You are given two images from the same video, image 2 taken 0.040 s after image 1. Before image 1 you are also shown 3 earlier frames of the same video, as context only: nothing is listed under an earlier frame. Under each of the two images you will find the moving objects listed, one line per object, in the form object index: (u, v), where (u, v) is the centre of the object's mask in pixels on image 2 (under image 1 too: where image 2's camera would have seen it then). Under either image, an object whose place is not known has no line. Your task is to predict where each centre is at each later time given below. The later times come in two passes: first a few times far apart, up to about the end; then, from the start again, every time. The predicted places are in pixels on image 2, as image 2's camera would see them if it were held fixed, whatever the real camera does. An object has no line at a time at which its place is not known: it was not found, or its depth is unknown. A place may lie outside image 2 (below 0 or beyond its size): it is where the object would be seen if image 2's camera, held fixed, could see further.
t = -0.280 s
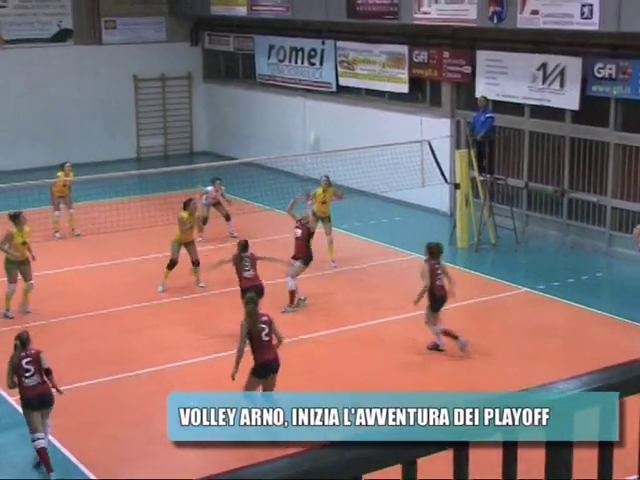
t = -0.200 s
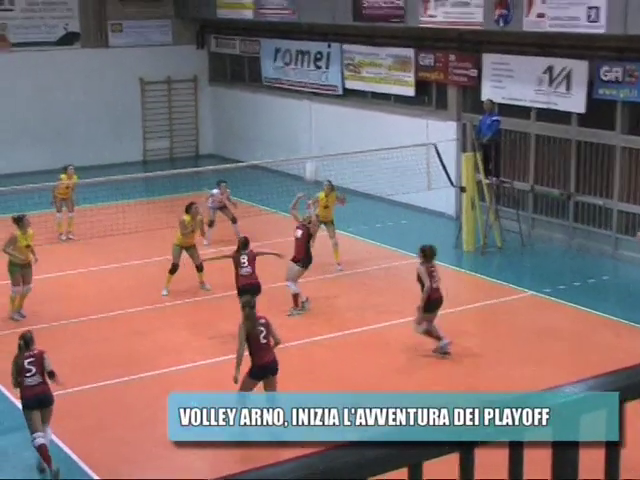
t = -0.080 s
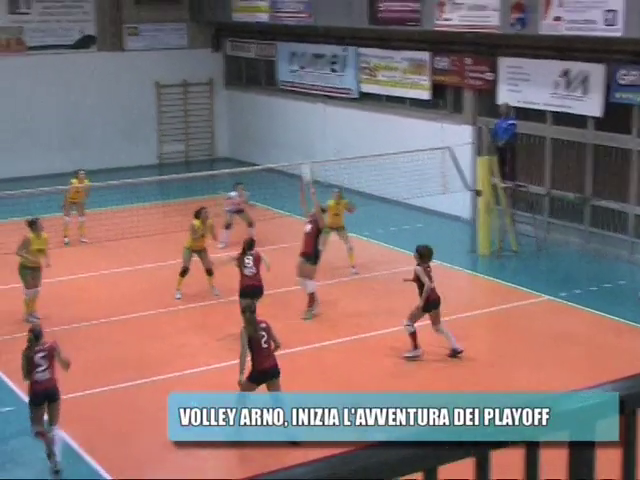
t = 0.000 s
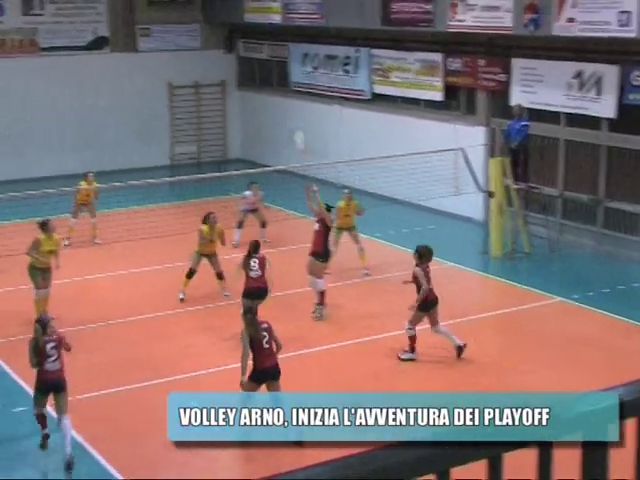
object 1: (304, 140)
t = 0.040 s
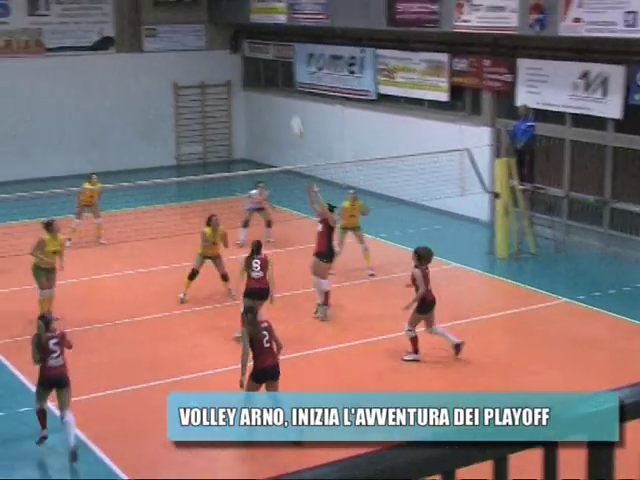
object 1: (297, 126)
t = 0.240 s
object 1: (251, 66)
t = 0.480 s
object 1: (197, 24)
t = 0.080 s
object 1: (287, 111)
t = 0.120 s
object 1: (277, 98)
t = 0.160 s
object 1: (269, 86)
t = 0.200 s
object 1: (260, 76)
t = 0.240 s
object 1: (251, 66)
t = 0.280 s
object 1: (241, 56)
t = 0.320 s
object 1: (232, 46)
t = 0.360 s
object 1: (223, 39)
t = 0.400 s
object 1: (214, 34)
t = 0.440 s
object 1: (205, 28)
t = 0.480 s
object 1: (197, 24)
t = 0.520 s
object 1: (188, 19)
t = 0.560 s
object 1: (180, 18)
